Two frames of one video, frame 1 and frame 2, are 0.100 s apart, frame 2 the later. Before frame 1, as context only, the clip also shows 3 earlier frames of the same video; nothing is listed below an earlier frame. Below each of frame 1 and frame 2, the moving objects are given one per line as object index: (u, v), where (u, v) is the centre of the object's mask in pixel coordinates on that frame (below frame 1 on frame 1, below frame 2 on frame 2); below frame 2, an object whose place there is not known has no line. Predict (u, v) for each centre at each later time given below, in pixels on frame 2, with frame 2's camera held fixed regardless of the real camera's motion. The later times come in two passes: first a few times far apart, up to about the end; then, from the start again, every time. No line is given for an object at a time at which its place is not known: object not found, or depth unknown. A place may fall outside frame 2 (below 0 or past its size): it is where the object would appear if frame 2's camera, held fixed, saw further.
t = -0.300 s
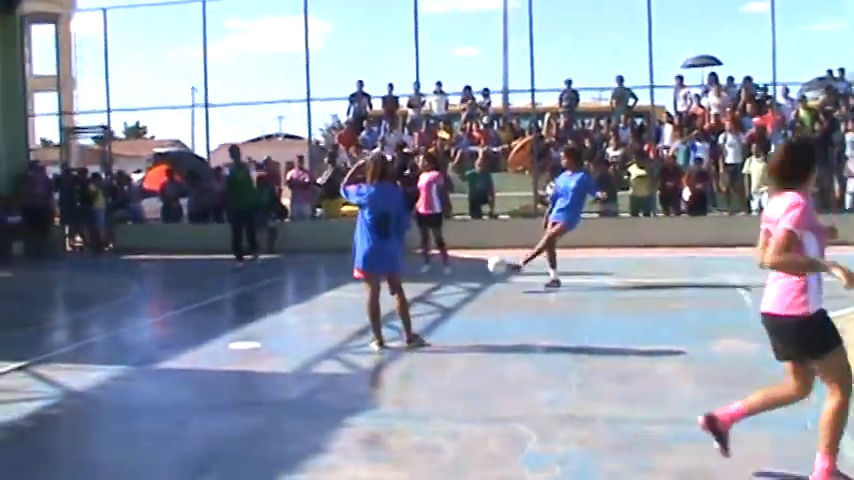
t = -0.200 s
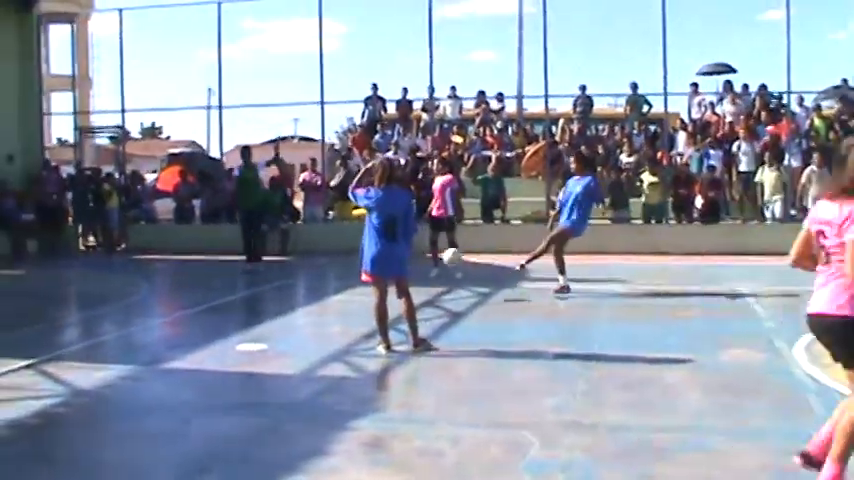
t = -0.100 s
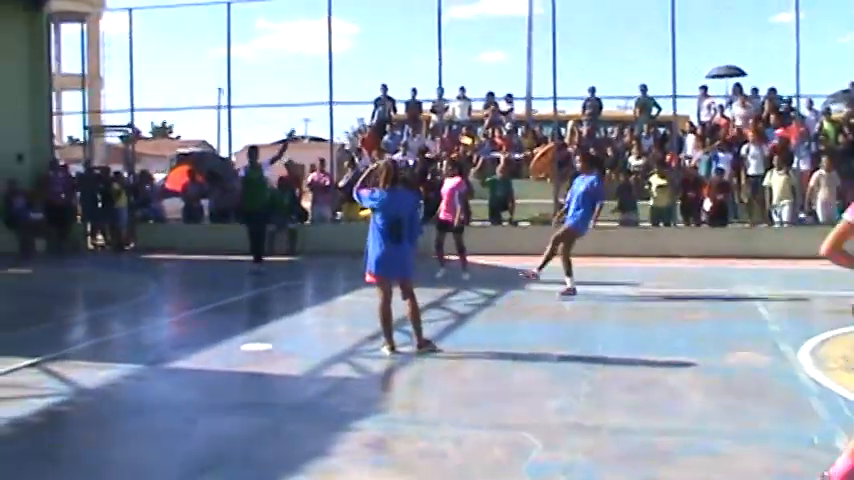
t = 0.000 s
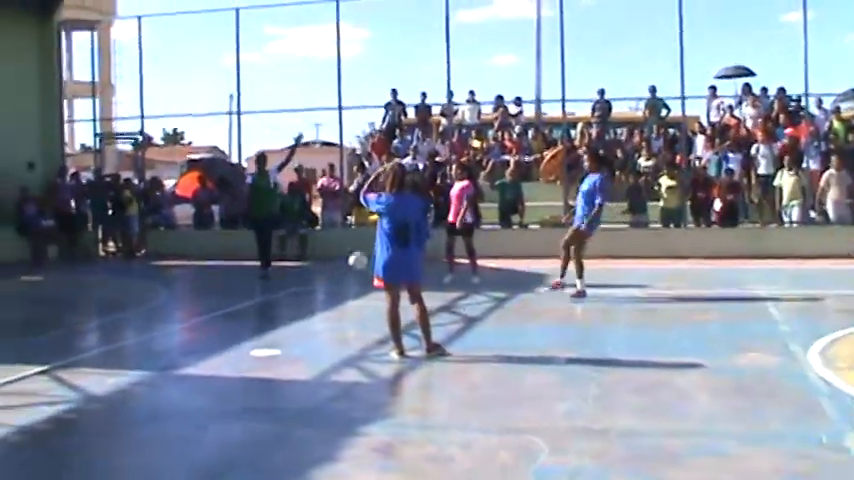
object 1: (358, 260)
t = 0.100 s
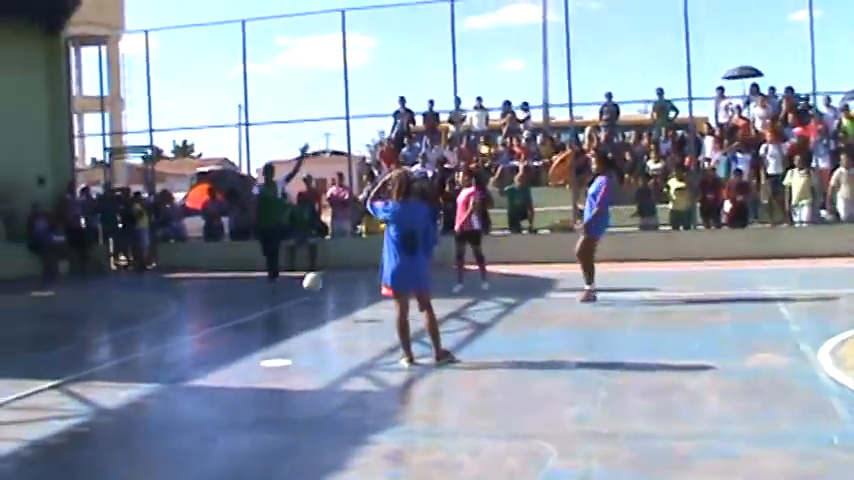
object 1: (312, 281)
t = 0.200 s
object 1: (257, 304)
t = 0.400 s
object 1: (164, 304)
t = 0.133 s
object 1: (293, 287)
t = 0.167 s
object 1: (276, 294)
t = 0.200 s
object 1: (257, 304)
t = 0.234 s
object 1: (239, 312)
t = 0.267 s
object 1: (224, 312)
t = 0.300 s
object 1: (209, 308)
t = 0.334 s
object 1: (194, 306)
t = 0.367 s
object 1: (180, 304)
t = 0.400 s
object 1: (164, 304)
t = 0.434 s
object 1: (150, 304)
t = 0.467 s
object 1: (135, 305)
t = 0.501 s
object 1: (118, 308)
